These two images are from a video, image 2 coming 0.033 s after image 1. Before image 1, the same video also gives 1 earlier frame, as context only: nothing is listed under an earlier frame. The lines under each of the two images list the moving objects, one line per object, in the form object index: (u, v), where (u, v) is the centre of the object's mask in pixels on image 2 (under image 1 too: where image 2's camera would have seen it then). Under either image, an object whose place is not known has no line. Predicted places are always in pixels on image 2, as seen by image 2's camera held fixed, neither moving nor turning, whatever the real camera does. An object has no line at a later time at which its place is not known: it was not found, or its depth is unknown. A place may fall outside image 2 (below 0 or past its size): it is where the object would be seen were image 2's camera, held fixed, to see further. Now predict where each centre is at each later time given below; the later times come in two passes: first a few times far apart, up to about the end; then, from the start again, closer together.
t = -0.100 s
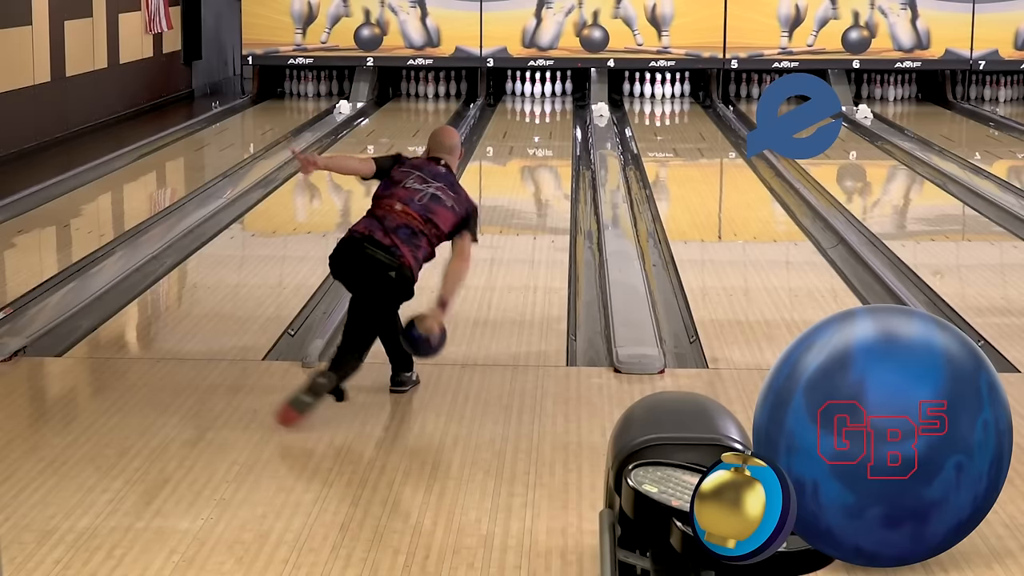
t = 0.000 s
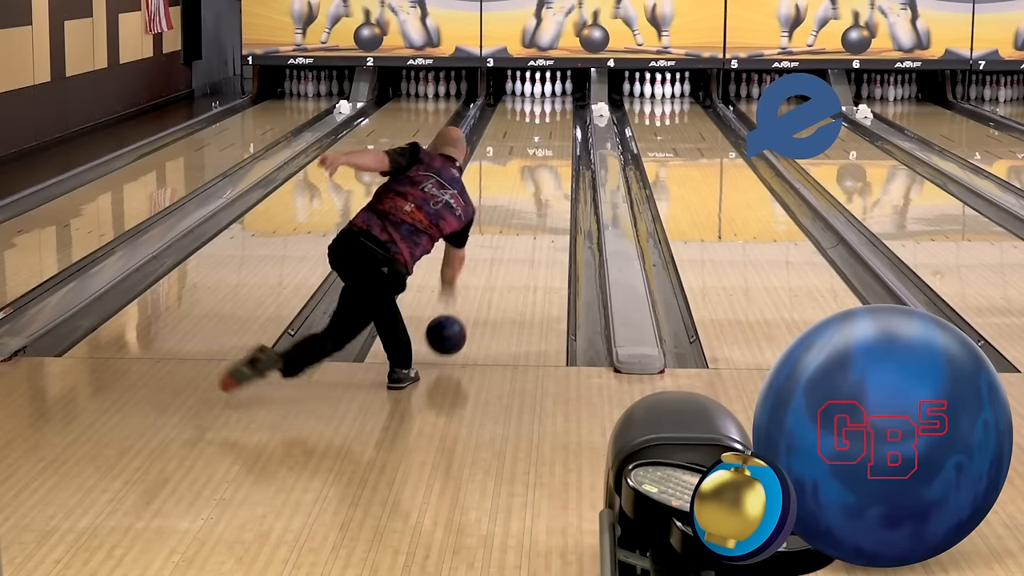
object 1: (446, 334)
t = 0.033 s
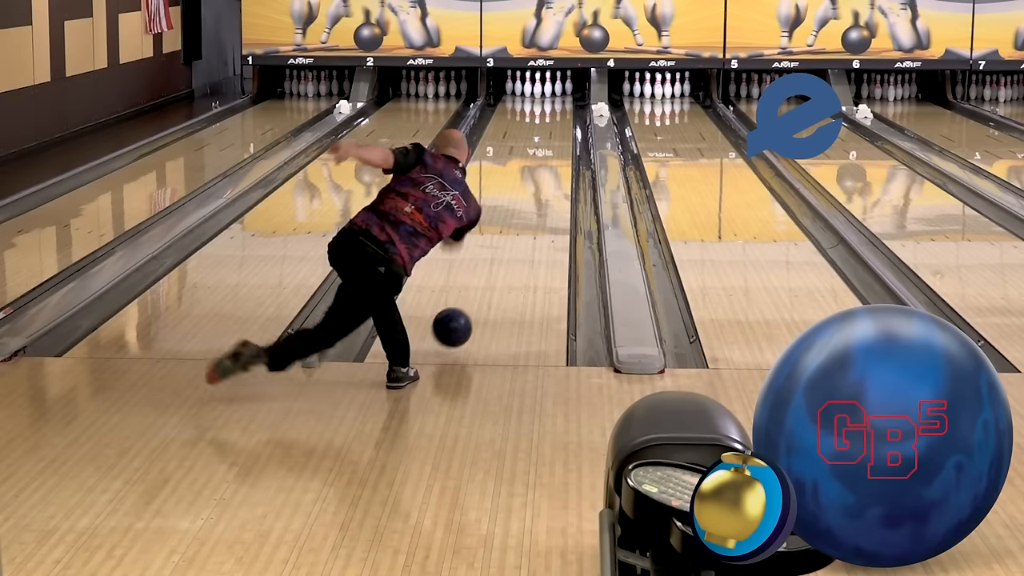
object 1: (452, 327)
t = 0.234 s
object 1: (482, 280)
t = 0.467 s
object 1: (507, 234)
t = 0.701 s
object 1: (525, 200)
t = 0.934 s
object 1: (538, 173)
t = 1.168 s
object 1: (547, 152)
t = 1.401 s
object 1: (554, 135)
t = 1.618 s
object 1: (558, 121)
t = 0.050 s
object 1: (455, 324)
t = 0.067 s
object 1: (458, 322)
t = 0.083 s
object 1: (461, 319)
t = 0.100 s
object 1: (463, 314)
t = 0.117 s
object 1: (466, 310)
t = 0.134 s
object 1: (468, 305)
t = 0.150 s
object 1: (471, 301)
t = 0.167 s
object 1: (473, 296)
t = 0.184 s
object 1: (476, 292)
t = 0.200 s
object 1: (478, 288)
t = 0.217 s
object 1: (480, 284)
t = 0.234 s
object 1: (482, 280)
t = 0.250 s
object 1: (484, 276)
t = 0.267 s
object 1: (486, 273)
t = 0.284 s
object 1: (488, 269)
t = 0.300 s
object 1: (490, 266)
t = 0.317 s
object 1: (492, 262)
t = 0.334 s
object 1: (494, 259)
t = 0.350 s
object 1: (496, 255)
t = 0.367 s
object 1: (497, 252)
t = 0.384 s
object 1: (499, 249)
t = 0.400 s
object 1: (502, 249)
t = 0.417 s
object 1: (508, 242)
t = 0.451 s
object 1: (506, 237)
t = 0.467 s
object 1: (507, 234)
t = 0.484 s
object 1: (509, 232)
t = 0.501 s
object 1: (510, 229)
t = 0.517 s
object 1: (511, 226)
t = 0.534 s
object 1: (513, 223)
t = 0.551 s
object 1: (514, 221)
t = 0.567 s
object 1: (515, 218)
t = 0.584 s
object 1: (517, 216)
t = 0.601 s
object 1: (518, 213)
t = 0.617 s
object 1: (519, 211)
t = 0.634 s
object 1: (520, 209)
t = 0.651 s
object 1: (521, 207)
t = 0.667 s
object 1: (523, 205)
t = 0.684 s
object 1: (524, 202)
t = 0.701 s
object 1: (525, 200)
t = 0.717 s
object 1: (526, 198)
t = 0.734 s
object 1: (527, 196)
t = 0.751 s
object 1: (528, 194)
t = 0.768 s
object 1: (529, 192)
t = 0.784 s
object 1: (530, 190)
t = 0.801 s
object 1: (531, 188)
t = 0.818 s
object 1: (532, 186)
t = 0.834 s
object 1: (533, 184)
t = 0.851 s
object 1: (534, 182)
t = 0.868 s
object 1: (535, 180)
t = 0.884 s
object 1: (535, 178)
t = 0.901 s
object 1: (536, 176)
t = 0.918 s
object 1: (537, 175)
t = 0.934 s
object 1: (538, 173)
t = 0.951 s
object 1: (539, 171)
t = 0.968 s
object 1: (539, 170)
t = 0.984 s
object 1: (540, 168)
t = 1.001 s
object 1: (541, 167)
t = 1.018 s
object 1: (542, 165)
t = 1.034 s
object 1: (542, 163)
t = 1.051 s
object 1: (543, 162)
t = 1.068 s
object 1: (544, 160)
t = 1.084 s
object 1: (544, 159)
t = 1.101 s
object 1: (545, 157)
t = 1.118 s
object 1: (546, 156)
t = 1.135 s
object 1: (546, 154)
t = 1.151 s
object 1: (547, 153)
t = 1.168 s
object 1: (547, 152)
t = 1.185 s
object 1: (548, 150)
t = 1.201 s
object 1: (548, 149)
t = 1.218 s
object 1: (549, 148)
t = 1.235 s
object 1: (549, 147)
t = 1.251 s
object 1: (550, 145)
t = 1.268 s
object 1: (551, 144)
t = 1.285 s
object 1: (551, 143)
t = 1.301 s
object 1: (552, 142)
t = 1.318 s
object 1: (552, 141)
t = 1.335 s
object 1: (553, 139)
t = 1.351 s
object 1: (553, 138)
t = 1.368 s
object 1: (553, 137)
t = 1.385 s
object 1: (554, 136)
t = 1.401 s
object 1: (554, 135)
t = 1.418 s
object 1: (555, 134)
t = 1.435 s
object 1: (555, 132)
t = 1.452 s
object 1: (555, 131)
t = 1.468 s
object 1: (556, 130)
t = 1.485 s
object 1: (556, 129)
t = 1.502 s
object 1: (556, 128)
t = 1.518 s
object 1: (557, 127)
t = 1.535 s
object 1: (557, 126)
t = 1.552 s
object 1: (557, 125)
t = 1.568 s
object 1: (557, 124)
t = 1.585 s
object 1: (558, 123)
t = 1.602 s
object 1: (558, 122)
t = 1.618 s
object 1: (558, 121)
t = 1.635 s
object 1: (558, 120)
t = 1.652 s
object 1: (558, 119)
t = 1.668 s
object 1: (558, 118)
